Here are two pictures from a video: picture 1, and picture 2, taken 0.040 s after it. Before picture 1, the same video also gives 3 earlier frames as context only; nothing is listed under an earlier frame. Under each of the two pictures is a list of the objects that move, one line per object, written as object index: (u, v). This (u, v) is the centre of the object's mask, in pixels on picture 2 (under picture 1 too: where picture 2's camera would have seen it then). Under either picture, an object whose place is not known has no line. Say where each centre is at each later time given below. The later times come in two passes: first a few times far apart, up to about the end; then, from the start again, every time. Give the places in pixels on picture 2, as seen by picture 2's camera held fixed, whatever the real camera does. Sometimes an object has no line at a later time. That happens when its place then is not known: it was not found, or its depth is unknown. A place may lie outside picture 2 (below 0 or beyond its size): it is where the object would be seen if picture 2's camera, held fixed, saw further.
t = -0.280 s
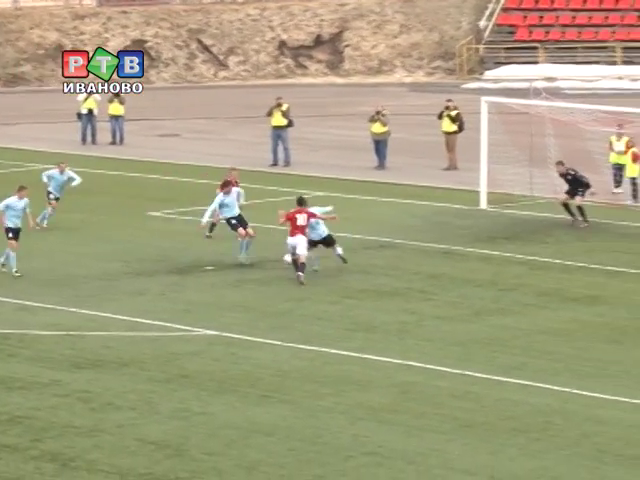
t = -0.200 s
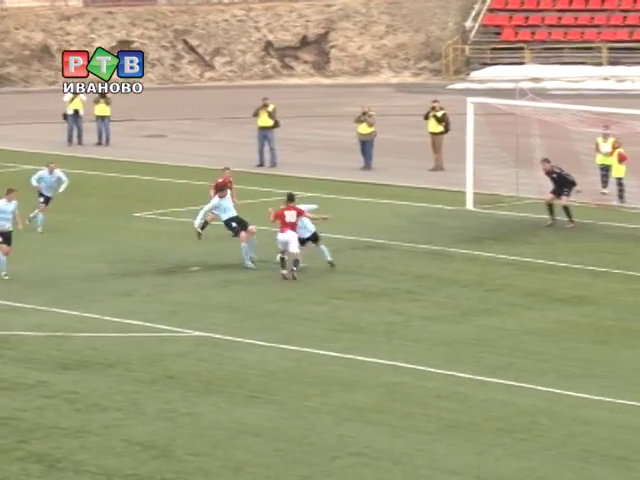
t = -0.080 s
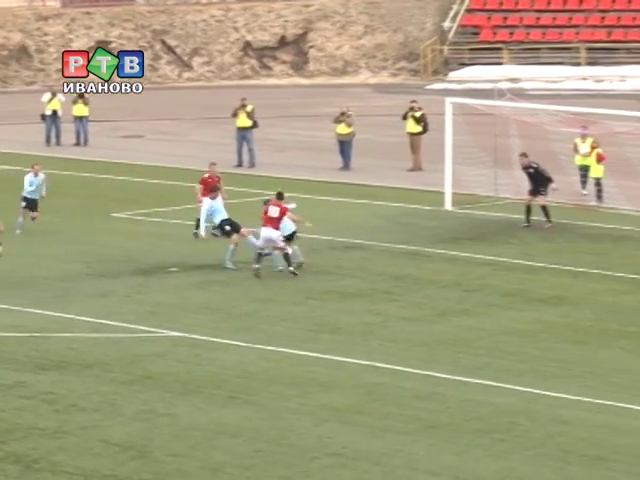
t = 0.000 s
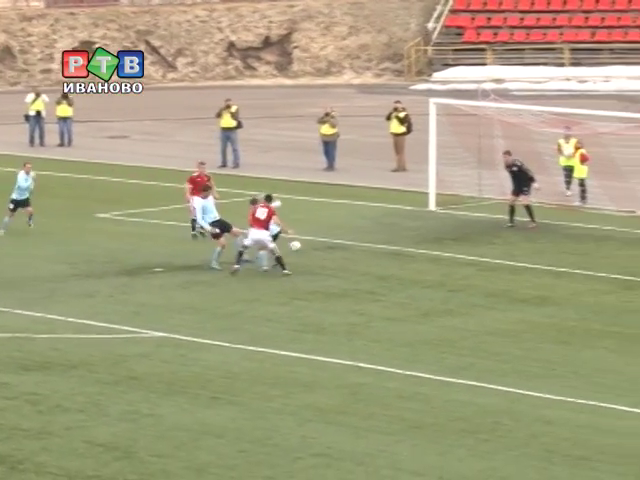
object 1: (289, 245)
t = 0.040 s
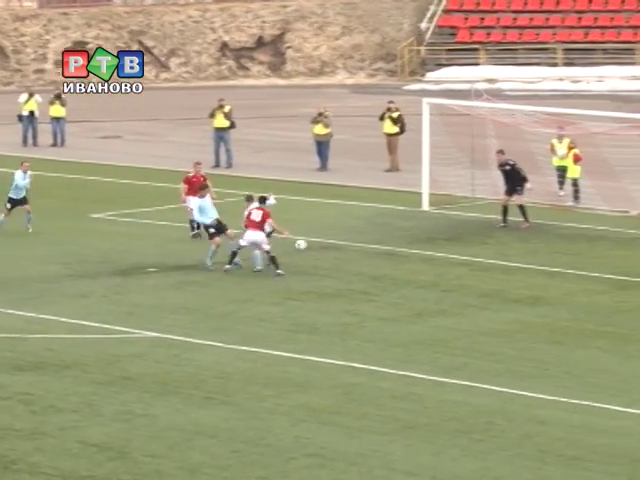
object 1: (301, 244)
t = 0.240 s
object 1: (358, 250)
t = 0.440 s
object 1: (414, 280)
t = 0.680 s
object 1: (463, 277)
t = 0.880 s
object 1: (501, 289)
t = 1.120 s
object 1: (547, 298)
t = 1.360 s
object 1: (593, 315)
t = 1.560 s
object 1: (630, 319)
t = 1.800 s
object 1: (672, 330)
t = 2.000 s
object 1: (707, 336)
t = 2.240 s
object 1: (746, 345)
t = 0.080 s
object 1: (313, 244)
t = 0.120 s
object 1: (324, 244)
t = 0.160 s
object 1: (336, 245)
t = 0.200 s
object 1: (347, 247)
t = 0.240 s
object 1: (358, 250)
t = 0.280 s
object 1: (369, 254)
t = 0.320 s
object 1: (381, 259)
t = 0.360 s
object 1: (391, 265)
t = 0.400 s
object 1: (402, 271)
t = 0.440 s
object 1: (414, 280)
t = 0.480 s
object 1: (424, 287)
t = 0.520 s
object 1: (431, 284)
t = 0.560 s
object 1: (439, 281)
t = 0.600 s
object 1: (447, 279)
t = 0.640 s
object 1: (455, 278)
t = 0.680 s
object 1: (463, 277)
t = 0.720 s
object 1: (470, 278)
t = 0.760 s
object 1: (478, 279)
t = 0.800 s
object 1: (486, 281)
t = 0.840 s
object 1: (493, 285)
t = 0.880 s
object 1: (501, 289)
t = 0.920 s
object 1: (508, 294)
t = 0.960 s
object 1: (516, 300)
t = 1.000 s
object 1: (523, 301)
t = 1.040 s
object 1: (532, 299)
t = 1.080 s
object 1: (539, 298)
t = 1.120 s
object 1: (547, 298)
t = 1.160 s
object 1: (555, 299)
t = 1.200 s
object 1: (563, 301)
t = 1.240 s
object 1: (571, 303)
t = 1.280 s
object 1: (578, 307)
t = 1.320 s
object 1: (586, 311)
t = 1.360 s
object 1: (593, 315)
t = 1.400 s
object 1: (601, 314)
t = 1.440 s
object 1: (609, 314)
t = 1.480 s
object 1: (615, 314)
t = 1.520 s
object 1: (623, 316)
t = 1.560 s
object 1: (630, 319)
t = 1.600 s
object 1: (637, 322)
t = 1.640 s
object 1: (645, 325)
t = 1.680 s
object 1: (651, 325)
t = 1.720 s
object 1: (658, 326)
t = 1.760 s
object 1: (666, 327)
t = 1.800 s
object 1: (672, 330)
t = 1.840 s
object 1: (679, 331)
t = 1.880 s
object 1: (686, 332)
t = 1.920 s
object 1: (693, 332)
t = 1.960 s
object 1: (700, 334)
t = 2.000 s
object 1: (707, 336)
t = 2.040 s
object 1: (713, 339)
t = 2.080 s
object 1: (720, 340)
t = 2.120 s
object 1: (727, 340)
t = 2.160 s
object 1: (733, 343)
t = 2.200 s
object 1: (739, 345)
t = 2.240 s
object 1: (746, 345)
